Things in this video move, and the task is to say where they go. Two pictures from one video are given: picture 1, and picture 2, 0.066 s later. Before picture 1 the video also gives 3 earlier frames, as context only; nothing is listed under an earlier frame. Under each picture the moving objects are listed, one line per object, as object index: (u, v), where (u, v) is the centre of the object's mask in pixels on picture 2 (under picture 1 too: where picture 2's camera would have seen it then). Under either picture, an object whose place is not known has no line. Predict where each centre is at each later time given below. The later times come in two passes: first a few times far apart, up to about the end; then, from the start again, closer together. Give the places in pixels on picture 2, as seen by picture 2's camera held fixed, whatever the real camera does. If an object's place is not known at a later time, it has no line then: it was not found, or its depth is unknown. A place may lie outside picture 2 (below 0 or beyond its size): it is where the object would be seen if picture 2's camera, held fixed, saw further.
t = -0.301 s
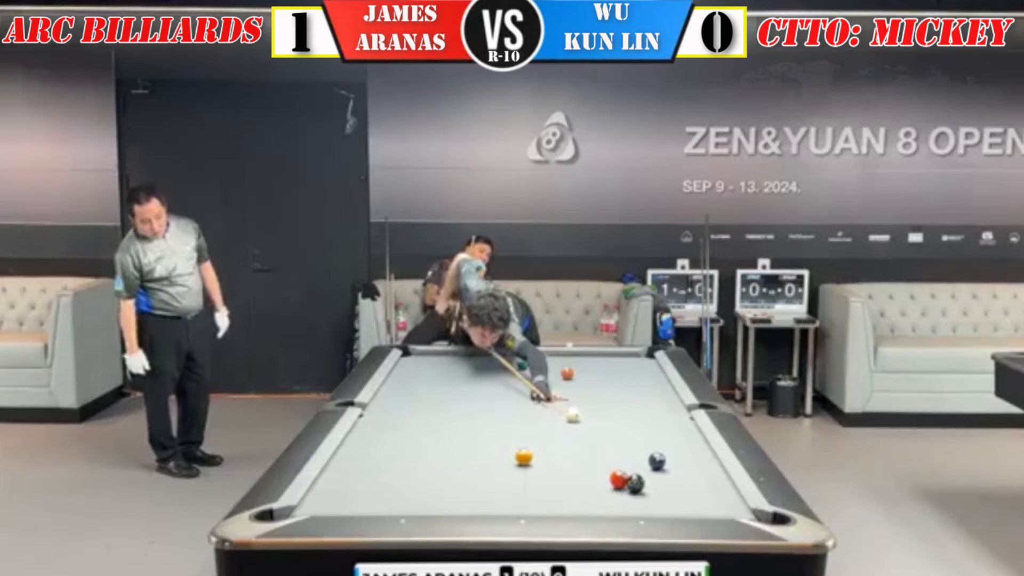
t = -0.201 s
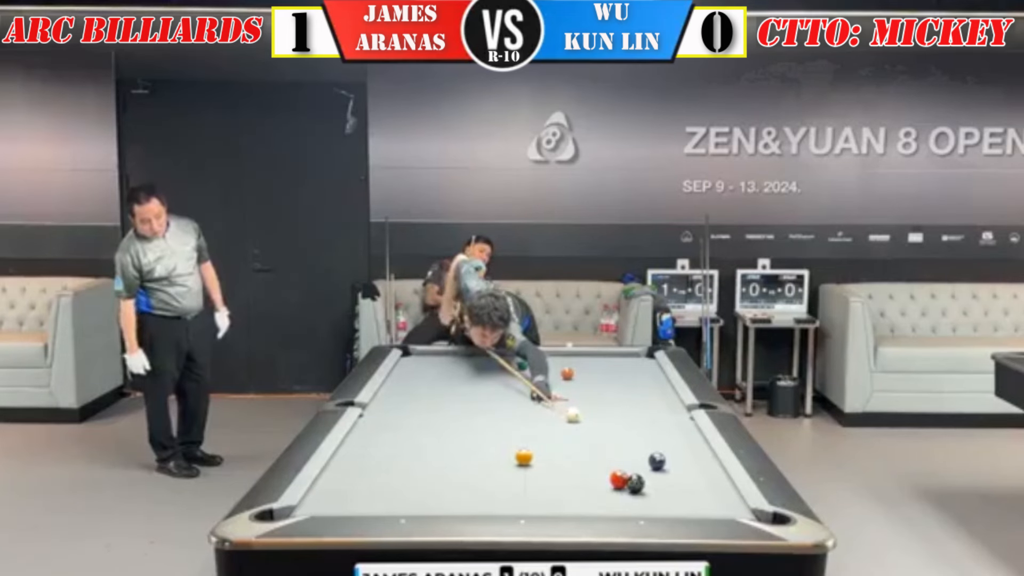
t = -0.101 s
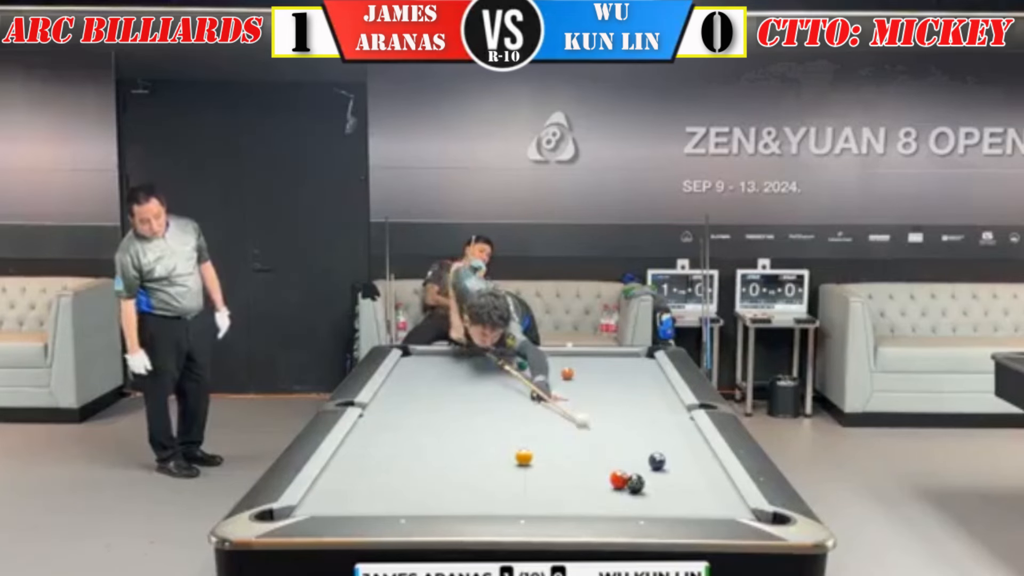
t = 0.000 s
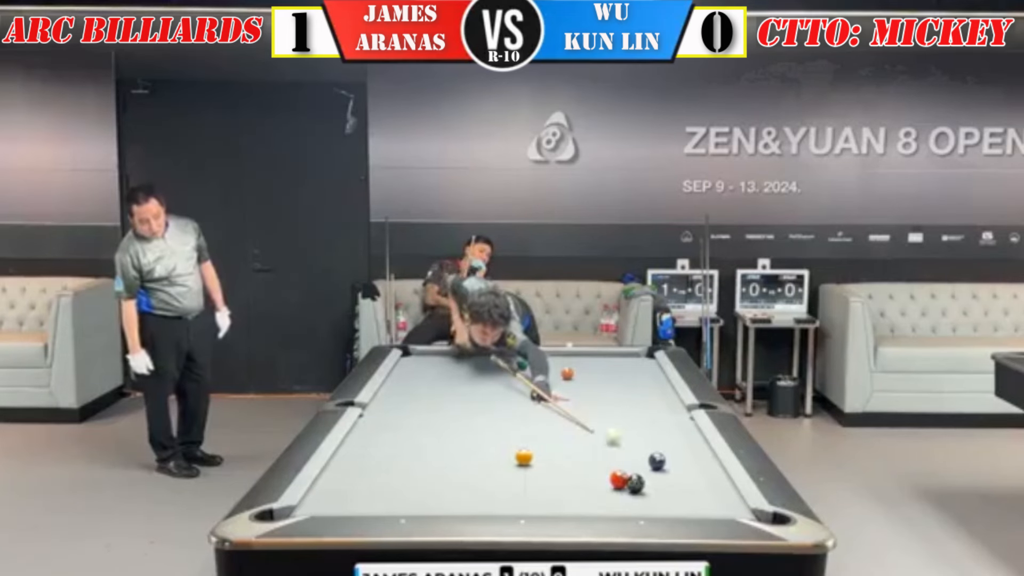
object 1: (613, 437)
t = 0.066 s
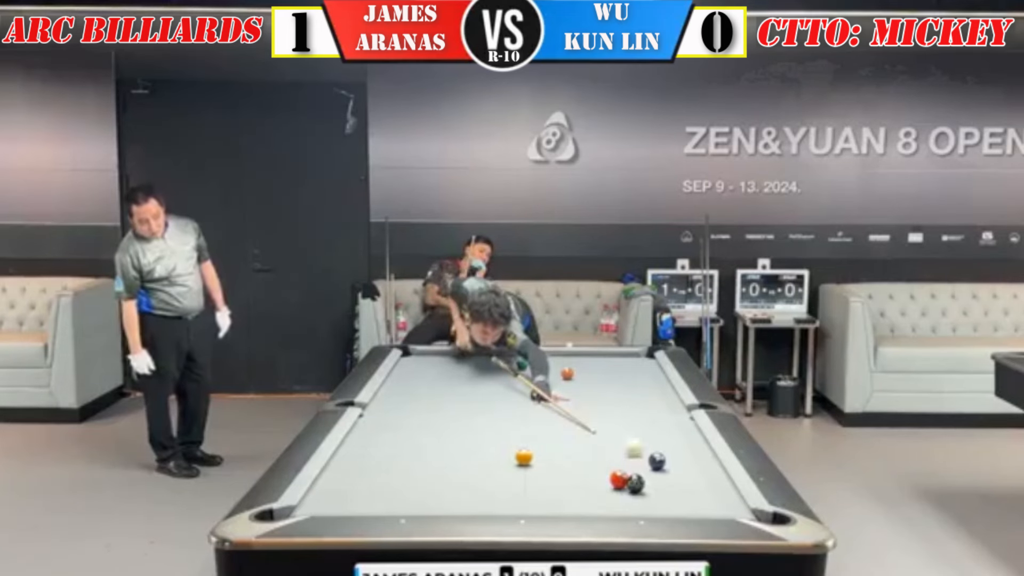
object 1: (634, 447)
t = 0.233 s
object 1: (652, 456)
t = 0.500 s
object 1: (645, 450)
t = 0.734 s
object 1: (639, 444)
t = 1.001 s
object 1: (634, 438)
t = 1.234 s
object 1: (629, 434)
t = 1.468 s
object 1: (626, 430)
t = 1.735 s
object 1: (622, 426)
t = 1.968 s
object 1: (620, 424)
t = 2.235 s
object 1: (618, 421)
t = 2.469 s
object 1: (617, 419)
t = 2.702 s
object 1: (616, 417)
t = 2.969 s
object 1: (616, 416)
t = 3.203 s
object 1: (614, 414)
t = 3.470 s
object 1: (614, 413)
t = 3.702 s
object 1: (613, 412)
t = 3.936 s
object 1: (612, 412)
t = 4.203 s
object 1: (612, 412)
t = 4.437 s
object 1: (613, 412)
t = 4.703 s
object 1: (613, 413)
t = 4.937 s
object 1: (613, 413)
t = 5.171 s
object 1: (613, 412)
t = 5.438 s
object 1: (613, 412)
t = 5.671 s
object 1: (613, 412)
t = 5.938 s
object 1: (613, 412)
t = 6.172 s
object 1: (613, 412)
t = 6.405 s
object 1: (613, 412)
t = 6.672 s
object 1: (613, 412)
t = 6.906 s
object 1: (613, 412)
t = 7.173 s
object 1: (613, 412)
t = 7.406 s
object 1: (613, 412)
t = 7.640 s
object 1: (613, 412)
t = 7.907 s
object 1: (613, 412)
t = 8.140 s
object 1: (613, 412)
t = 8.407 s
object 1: (613, 412)
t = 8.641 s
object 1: (613, 412)
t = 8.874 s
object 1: (613, 412)
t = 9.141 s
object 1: (613, 412)
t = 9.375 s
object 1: (613, 412)
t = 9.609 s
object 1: (613, 412)
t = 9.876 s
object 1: (613, 412)
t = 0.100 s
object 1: (643, 453)
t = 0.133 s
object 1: (647, 457)
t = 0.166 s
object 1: (652, 457)
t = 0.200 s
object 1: (652, 456)
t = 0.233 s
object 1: (652, 456)
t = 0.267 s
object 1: (652, 456)
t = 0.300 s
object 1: (651, 455)
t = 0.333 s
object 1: (650, 454)
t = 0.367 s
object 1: (649, 453)
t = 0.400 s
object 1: (648, 452)
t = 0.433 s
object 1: (647, 451)
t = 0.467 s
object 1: (646, 451)
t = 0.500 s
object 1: (645, 450)
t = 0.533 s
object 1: (644, 449)
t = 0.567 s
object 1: (644, 448)
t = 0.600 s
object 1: (643, 447)
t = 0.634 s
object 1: (641, 446)
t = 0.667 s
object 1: (641, 445)
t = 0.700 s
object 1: (640, 445)
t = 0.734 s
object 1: (639, 444)
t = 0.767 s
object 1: (639, 443)
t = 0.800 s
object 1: (638, 443)
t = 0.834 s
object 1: (637, 442)
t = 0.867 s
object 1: (636, 441)
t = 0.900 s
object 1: (635, 441)
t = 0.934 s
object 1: (635, 440)
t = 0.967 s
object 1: (634, 439)
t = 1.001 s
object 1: (634, 438)
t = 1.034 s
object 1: (633, 438)
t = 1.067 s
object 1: (632, 437)
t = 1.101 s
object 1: (632, 436)
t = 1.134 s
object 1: (631, 436)
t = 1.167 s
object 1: (630, 435)
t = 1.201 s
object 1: (630, 435)
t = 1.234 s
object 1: (629, 434)
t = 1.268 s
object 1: (629, 434)
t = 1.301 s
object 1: (628, 433)
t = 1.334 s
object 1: (628, 432)
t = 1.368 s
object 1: (627, 432)
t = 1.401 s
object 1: (626, 431)
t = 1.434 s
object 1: (626, 430)
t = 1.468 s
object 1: (626, 430)
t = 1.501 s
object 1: (625, 429)
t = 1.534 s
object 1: (625, 429)
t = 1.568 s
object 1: (625, 429)
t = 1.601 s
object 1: (624, 428)
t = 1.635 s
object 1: (623, 428)
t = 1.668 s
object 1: (623, 427)
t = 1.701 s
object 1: (623, 427)
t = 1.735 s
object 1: (622, 426)
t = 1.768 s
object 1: (622, 426)
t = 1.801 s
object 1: (622, 426)
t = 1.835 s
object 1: (622, 425)
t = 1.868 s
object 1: (621, 425)
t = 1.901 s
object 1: (621, 424)
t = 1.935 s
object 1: (621, 424)
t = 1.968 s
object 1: (620, 424)
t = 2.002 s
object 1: (620, 423)
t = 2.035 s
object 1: (620, 423)
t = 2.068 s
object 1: (619, 422)
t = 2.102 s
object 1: (619, 422)
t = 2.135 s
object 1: (619, 422)
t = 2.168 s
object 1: (619, 421)
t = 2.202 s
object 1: (619, 421)
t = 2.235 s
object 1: (618, 421)
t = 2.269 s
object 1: (618, 420)
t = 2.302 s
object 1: (618, 420)
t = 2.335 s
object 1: (617, 420)
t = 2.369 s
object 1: (617, 420)
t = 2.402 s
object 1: (617, 419)
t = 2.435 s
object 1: (617, 419)
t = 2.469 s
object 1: (617, 419)
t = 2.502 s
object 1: (617, 419)
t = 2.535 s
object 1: (616, 418)
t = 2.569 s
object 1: (616, 418)
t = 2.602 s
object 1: (616, 418)
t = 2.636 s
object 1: (616, 418)
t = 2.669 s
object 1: (616, 418)
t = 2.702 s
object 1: (616, 417)
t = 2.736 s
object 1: (616, 417)
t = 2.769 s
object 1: (616, 416)
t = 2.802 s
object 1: (616, 416)
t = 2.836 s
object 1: (616, 416)
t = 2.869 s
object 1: (616, 416)
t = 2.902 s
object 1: (616, 416)
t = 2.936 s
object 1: (615, 416)
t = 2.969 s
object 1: (616, 416)
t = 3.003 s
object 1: (615, 415)
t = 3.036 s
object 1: (616, 415)
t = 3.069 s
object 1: (616, 415)
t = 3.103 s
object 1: (614, 414)
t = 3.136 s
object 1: (614, 414)
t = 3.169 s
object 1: (614, 414)
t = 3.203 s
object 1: (614, 414)
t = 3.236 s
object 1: (614, 414)
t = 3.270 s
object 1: (614, 414)
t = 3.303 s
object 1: (614, 413)
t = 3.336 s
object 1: (614, 413)
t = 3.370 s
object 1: (614, 413)
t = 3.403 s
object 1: (614, 413)
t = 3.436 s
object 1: (614, 413)
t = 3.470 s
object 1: (614, 413)
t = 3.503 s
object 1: (614, 413)
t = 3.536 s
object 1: (614, 413)
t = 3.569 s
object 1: (613, 413)
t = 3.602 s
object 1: (613, 413)
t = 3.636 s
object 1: (613, 412)
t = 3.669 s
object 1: (613, 412)
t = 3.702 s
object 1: (613, 412)
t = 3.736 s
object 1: (613, 412)
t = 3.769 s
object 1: (613, 412)
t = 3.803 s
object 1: (613, 412)
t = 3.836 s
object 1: (613, 413)
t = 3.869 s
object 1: (613, 413)
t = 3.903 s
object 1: (613, 412)
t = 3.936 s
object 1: (612, 412)
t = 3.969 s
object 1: (612, 412)
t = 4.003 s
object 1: (612, 412)
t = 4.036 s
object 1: (612, 412)
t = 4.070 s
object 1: (612, 412)
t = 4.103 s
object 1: (612, 412)
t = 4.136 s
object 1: (612, 412)
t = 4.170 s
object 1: (612, 412)
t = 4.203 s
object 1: (612, 412)
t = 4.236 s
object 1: (613, 412)
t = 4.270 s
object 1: (613, 412)
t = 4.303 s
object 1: (612, 412)
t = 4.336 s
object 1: (613, 412)
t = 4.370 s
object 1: (612, 412)
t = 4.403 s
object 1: (613, 412)
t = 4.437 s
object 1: (613, 412)
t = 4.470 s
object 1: (613, 412)
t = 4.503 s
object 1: (613, 412)
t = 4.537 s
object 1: (613, 412)
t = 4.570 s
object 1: (613, 412)
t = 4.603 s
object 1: (613, 413)
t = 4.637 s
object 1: (613, 413)
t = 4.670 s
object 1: (613, 413)
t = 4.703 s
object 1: (613, 413)
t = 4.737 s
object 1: (613, 413)
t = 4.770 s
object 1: (613, 413)
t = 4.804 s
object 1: (613, 413)
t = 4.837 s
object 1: (613, 413)
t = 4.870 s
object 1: (613, 413)
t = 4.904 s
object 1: (613, 413)
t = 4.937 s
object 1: (613, 413)
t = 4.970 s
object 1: (613, 413)
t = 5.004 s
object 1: (613, 413)
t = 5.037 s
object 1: (613, 413)
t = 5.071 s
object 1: (613, 413)
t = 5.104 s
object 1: (613, 412)
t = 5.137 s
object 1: (613, 413)
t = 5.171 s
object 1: (613, 412)
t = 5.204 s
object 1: (613, 412)
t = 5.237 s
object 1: (613, 412)
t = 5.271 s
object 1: (613, 412)
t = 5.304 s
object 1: (613, 412)
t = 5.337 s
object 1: (613, 412)
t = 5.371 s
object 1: (613, 412)
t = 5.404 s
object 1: (613, 412)
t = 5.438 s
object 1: (613, 412)
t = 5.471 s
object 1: (613, 412)
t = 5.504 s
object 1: (613, 412)
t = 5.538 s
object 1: (613, 412)
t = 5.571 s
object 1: (613, 412)
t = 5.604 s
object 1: (613, 412)
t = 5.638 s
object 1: (613, 412)
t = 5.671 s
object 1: (613, 412)
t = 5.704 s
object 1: (613, 412)
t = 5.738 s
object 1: (613, 412)
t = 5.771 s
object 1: (613, 412)
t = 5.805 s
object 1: (613, 412)
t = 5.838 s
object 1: (613, 412)
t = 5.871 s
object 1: (613, 412)
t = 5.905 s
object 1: (613, 412)
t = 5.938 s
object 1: (613, 412)
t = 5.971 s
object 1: (613, 412)
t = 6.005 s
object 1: (613, 412)
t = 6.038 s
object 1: (613, 412)
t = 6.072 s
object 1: (613, 412)
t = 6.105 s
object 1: (613, 412)
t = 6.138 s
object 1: (613, 412)
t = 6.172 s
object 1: (613, 412)
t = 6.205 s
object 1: (613, 412)
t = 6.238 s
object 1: (613, 412)
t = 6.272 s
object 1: (613, 412)
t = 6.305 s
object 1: (613, 412)
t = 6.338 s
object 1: (613, 412)
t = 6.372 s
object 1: (613, 412)
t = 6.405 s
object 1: (613, 412)
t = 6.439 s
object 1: (613, 412)
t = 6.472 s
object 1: (613, 412)
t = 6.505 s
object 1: (613, 412)
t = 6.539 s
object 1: (613, 412)
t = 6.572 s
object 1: (613, 412)
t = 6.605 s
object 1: (613, 412)
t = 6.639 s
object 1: (613, 412)
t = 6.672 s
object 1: (613, 412)
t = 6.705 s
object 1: (613, 412)
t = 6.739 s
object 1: (613, 412)
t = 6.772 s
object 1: (613, 412)
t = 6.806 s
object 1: (613, 412)
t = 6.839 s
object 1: (613, 412)
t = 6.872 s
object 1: (613, 412)
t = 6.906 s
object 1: (613, 412)
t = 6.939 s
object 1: (613, 412)
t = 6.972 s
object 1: (613, 412)
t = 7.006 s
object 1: (613, 412)
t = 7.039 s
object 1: (613, 412)
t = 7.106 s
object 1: (613, 412)
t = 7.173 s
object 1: (613, 412)
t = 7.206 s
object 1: (613, 412)
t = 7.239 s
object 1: (613, 412)
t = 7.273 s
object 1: (613, 412)
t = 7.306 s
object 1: (613, 412)
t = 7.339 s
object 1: (613, 412)
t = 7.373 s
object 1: (613, 412)
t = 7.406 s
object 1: (613, 412)
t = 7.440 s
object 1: (613, 412)
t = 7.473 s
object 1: (613, 412)
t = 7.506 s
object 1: (613, 412)
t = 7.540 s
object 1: (613, 412)
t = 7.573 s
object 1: (613, 412)
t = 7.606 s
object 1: (613, 412)
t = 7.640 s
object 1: (613, 412)
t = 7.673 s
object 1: (613, 412)
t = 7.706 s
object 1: (613, 412)
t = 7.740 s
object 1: (613, 412)
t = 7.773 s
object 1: (613, 412)
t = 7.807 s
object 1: (613, 412)
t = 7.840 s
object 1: (613, 412)
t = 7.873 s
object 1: (613, 412)
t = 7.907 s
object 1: (613, 412)
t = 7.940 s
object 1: (613, 412)
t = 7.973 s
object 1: (613, 412)
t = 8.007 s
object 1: (613, 412)
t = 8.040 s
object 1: (613, 412)
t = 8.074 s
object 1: (613, 412)
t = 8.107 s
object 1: (613, 412)
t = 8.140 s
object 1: (613, 412)
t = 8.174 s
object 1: (613, 412)
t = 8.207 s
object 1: (613, 412)
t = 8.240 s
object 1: (613, 412)
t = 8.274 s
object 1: (613, 412)
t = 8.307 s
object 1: (613, 412)
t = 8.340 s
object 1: (613, 412)
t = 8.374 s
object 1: (613, 412)
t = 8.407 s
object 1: (613, 412)
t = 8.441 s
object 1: (613, 412)
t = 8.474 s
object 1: (613, 412)
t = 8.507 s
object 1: (613, 412)
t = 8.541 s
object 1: (613, 412)
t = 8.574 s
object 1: (613, 412)
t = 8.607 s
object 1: (613, 412)
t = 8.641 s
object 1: (613, 412)
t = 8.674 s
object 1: (613, 412)
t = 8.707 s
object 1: (613, 412)
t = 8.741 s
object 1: (613, 412)
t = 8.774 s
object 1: (613, 412)
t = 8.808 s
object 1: (613, 412)
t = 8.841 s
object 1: (613, 412)
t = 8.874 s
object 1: (613, 412)
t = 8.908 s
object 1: (613, 412)
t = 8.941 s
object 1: (613, 412)
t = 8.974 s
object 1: (613, 412)
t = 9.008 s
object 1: (613, 412)
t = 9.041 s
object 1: (613, 412)
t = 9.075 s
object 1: (613, 412)
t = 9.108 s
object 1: (613, 412)
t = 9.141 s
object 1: (613, 412)
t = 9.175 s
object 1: (613, 412)
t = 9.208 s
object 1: (613, 412)
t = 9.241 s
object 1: (613, 412)
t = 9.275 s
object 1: (613, 412)
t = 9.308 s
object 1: (613, 412)
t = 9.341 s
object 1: (613, 412)
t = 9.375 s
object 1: (613, 412)
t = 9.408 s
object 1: (613, 412)
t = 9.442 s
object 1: (613, 412)
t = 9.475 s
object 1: (613, 412)
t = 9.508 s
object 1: (613, 412)
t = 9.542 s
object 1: (613, 412)
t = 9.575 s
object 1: (613, 412)
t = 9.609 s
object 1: (613, 412)
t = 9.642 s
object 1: (613, 412)
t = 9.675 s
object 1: (613, 412)
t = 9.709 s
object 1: (613, 412)
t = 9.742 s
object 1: (613, 412)
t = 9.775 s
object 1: (613, 412)
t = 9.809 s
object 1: (613, 412)
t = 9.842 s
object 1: (613, 412)
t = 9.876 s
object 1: (613, 412)
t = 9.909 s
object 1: (613, 412)
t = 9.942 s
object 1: (613, 412)
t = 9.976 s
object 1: (613, 412)
